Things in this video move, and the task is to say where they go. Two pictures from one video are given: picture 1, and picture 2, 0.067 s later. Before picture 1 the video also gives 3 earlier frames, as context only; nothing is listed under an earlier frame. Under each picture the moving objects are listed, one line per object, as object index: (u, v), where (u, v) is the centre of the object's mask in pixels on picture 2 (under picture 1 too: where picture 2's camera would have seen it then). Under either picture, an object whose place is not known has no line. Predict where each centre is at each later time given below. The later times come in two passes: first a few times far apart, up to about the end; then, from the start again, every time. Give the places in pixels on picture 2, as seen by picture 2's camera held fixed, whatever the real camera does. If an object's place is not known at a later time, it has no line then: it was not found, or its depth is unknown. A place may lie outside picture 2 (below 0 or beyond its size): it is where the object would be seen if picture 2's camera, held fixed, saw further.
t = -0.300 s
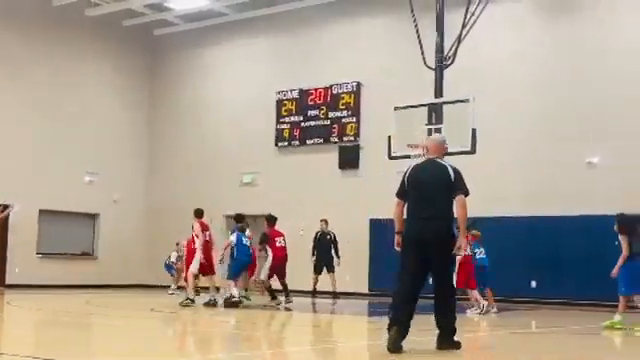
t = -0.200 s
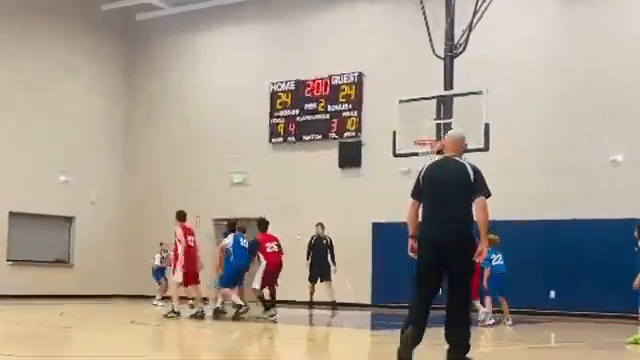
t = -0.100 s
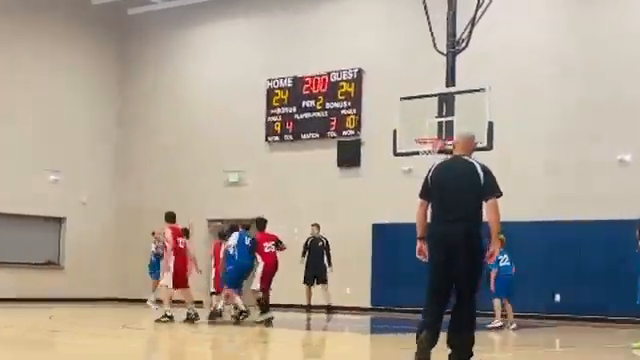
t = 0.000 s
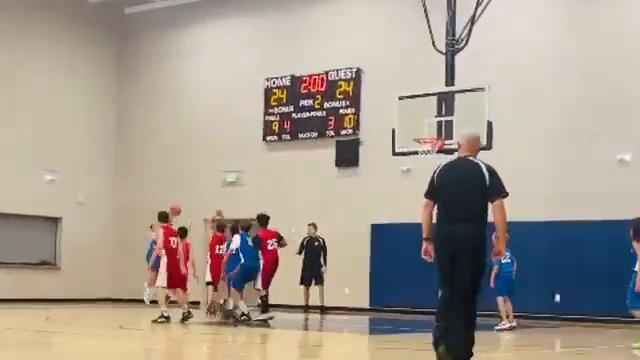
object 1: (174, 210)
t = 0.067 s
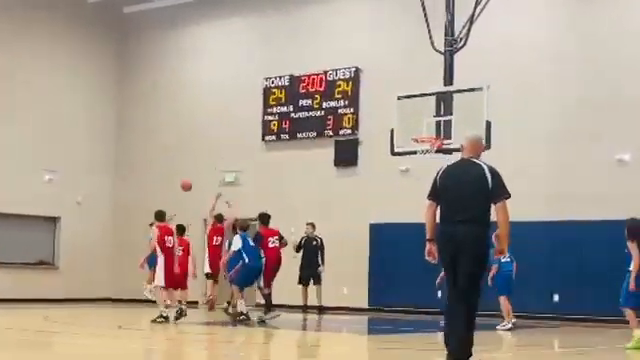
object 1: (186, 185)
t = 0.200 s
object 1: (210, 143)
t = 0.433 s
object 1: (253, 90)
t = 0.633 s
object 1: (291, 64)
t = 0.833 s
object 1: (330, 59)
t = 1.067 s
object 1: (378, 80)
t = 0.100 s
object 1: (192, 174)
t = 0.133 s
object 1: (198, 164)
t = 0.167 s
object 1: (204, 153)
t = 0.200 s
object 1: (210, 143)
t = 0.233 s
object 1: (216, 134)
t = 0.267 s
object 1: (222, 126)
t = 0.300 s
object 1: (228, 117)
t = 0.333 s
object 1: (234, 110)
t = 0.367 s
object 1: (241, 102)
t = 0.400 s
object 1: (247, 96)
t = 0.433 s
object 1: (253, 90)
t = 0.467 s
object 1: (259, 84)
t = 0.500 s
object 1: (265, 79)
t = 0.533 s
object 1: (272, 74)
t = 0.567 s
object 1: (278, 71)
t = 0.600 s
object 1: (285, 67)
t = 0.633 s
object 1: (291, 64)
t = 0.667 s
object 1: (297, 62)
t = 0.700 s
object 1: (304, 60)
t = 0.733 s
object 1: (310, 59)
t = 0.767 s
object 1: (317, 58)
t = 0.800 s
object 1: (323, 58)
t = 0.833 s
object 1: (330, 59)
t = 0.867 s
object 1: (336, 60)
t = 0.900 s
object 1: (343, 61)
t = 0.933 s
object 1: (350, 63)
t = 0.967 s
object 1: (357, 66)
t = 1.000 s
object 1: (364, 71)
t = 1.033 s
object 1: (371, 75)
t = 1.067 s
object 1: (378, 80)
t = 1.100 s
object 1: (384, 85)
